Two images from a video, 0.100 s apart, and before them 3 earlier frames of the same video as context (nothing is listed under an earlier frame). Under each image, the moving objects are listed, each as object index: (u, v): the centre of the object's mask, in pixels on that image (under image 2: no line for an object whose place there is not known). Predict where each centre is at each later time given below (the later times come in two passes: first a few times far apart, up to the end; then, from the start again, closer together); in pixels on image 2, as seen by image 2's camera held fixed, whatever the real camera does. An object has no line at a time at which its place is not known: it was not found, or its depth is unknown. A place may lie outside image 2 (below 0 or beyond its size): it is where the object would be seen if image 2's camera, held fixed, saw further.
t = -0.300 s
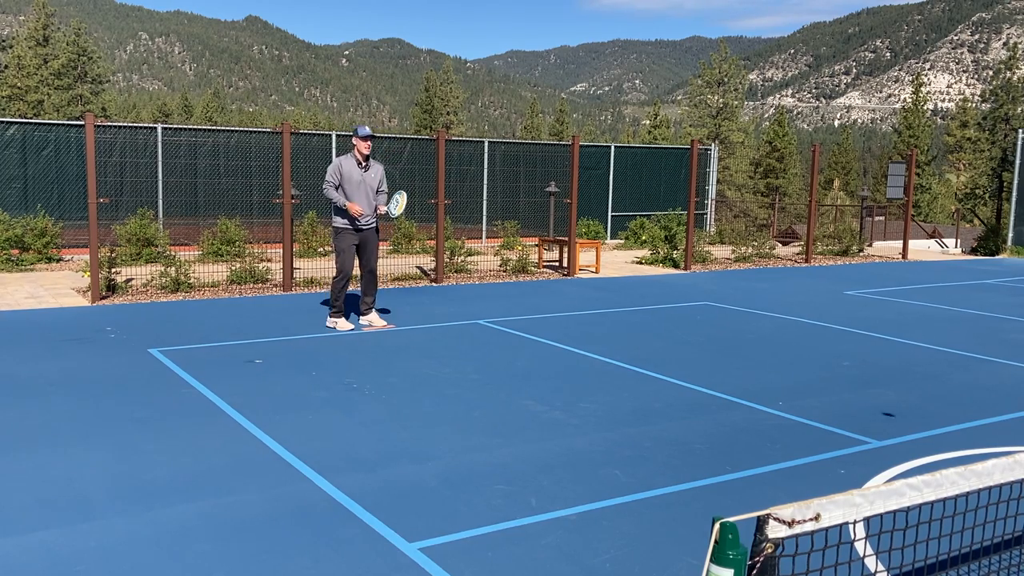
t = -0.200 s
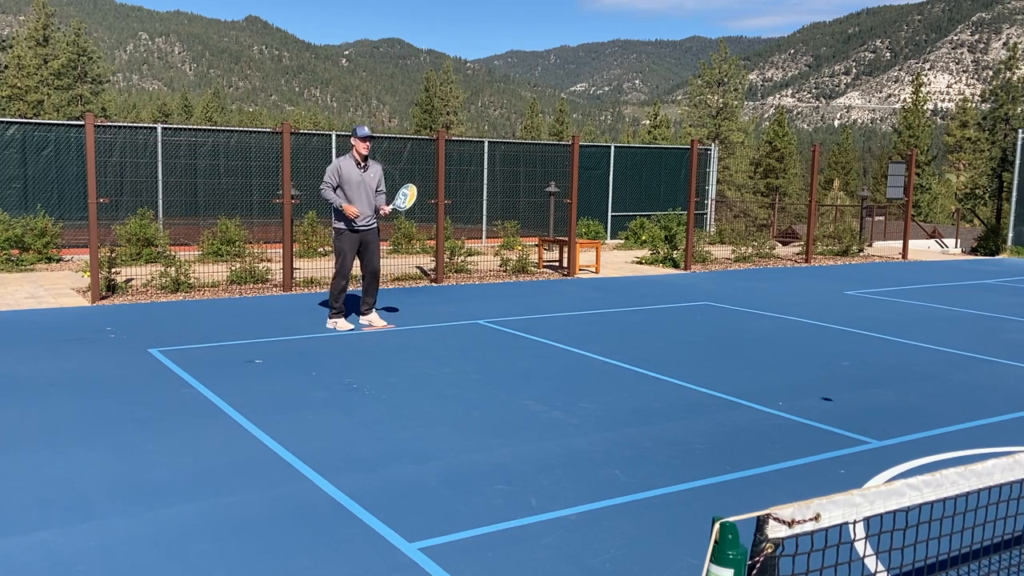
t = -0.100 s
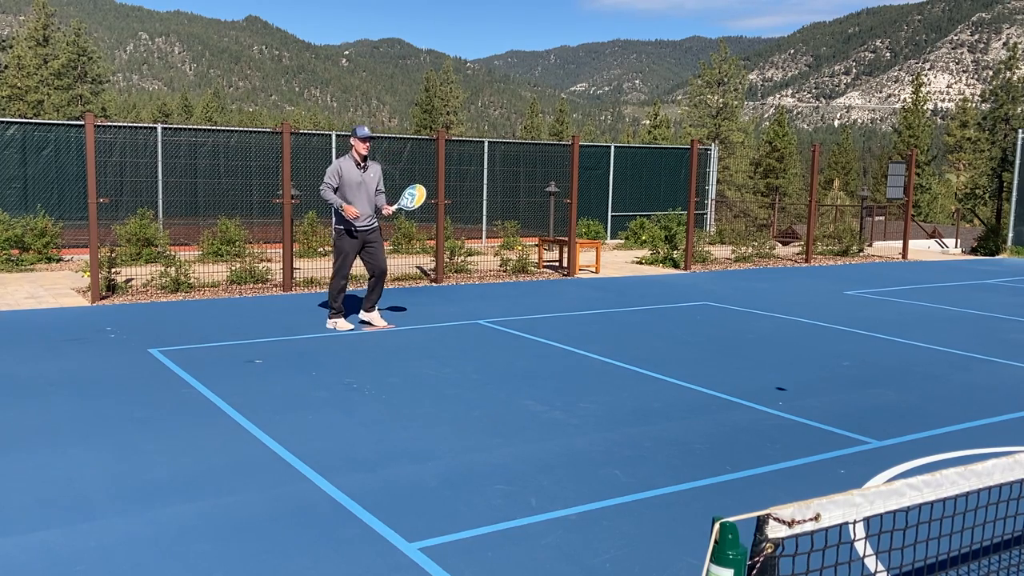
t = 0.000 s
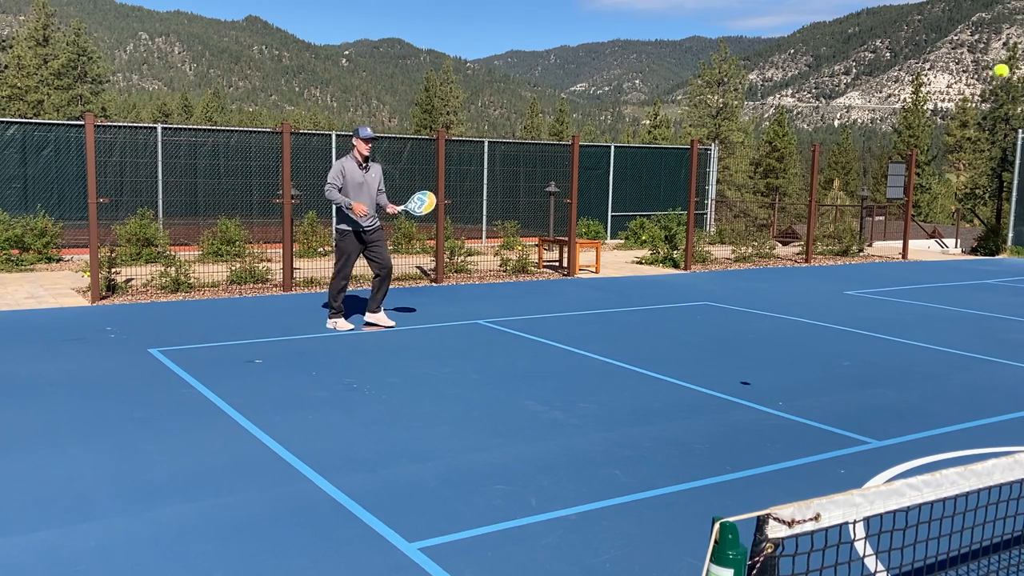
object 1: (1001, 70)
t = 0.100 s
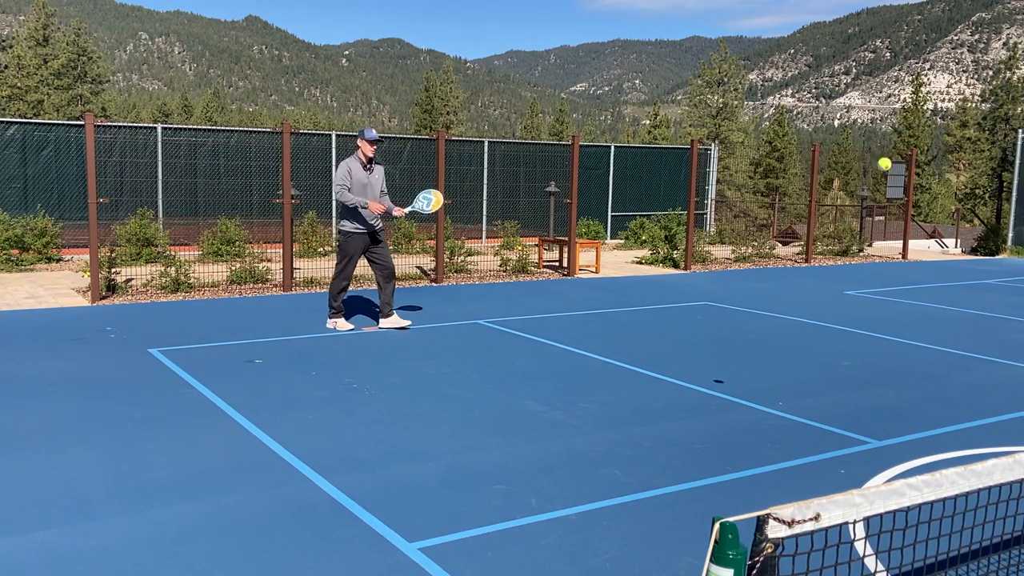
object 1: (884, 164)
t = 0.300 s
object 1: (719, 339)
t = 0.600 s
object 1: (629, 241)
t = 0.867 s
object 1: (577, 176)
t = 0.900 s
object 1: (571, 175)
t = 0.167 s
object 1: (821, 224)
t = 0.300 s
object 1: (719, 339)
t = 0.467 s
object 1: (657, 314)
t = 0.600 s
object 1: (629, 241)
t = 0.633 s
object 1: (623, 227)
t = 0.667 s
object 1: (616, 215)
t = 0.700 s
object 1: (609, 204)
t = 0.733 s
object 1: (603, 196)
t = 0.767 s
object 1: (596, 188)
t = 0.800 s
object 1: (590, 183)
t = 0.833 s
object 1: (583, 178)
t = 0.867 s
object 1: (577, 176)
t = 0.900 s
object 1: (571, 175)
